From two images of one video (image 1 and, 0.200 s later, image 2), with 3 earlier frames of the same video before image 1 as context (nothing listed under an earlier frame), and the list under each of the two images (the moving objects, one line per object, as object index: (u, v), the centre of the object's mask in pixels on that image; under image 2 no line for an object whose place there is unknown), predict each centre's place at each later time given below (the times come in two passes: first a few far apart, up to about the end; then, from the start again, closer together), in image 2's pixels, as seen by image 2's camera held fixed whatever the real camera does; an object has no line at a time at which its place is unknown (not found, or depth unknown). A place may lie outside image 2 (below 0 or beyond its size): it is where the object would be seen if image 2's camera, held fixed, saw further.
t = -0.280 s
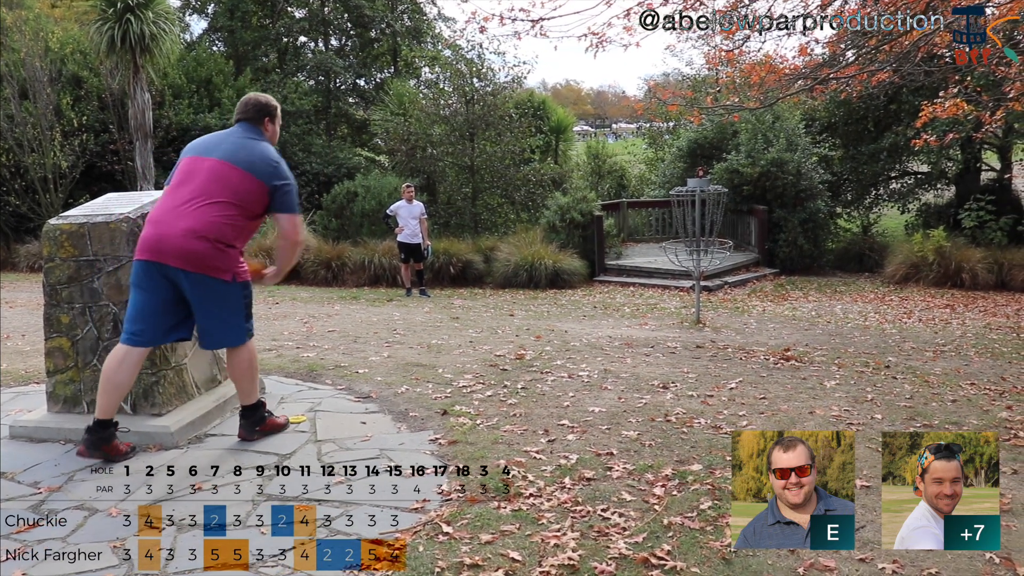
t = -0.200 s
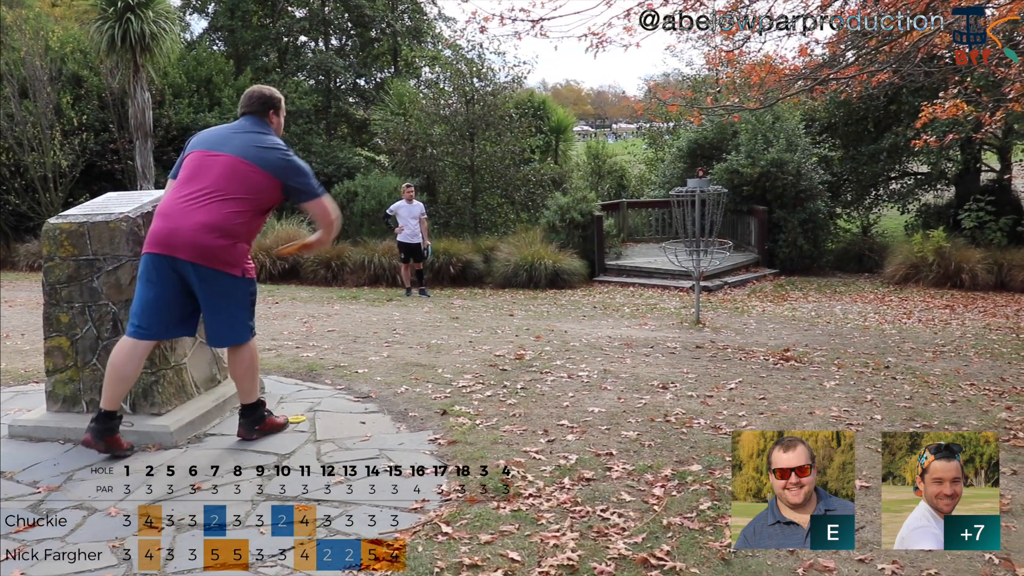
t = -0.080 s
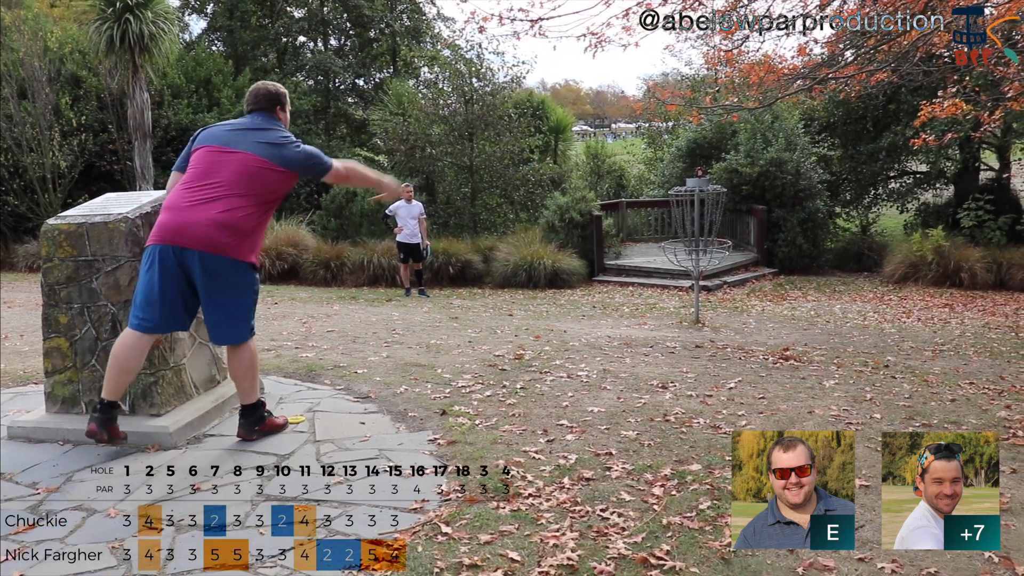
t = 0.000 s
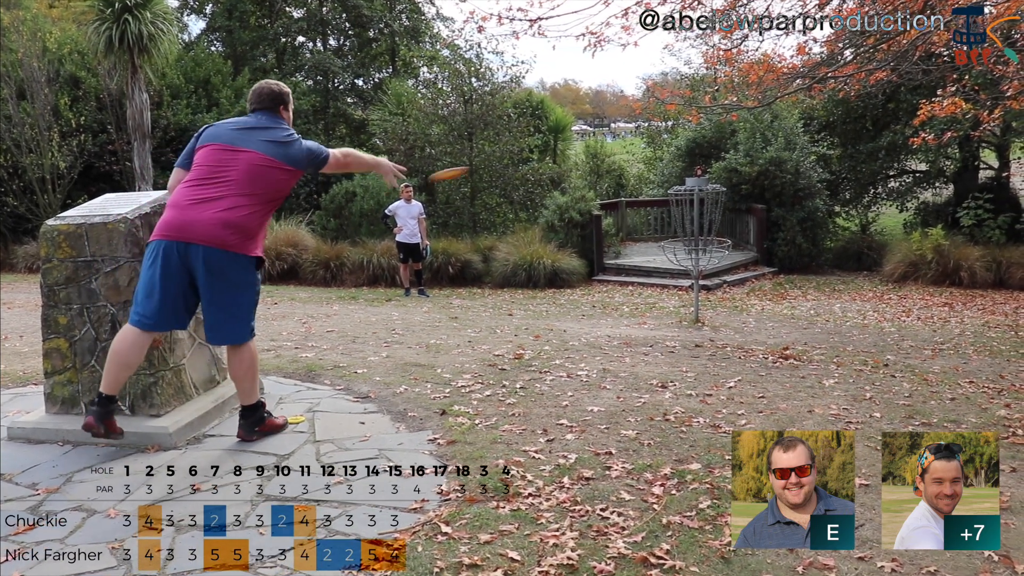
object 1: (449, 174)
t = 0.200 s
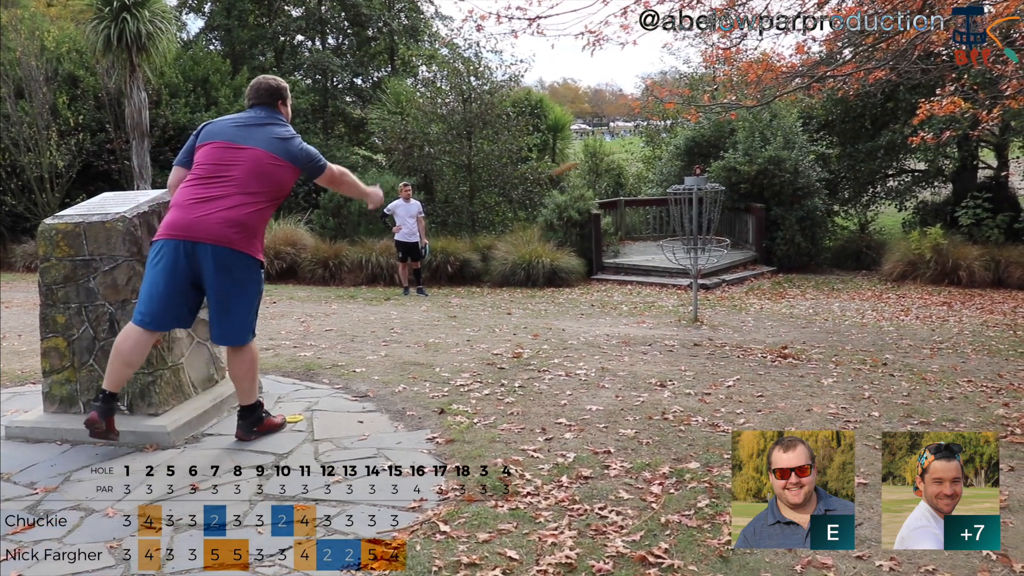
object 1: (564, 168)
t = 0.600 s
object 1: (685, 232)
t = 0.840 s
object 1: (687, 250)
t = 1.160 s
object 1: (691, 253)
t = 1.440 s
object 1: (686, 258)
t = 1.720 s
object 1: (688, 262)
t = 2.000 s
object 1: (687, 262)
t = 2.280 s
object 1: (687, 263)
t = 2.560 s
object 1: (686, 263)
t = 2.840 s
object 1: (687, 263)
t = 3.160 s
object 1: (687, 263)
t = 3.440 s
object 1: (687, 263)
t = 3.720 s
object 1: (687, 262)
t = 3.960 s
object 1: (686, 264)
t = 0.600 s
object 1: (685, 232)
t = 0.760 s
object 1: (685, 248)
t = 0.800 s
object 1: (685, 253)
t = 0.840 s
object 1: (687, 250)
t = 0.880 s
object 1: (690, 252)
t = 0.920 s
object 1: (692, 253)
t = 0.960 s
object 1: (693, 252)
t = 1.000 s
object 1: (693, 251)
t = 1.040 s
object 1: (693, 251)
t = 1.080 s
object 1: (692, 251)
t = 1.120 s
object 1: (691, 251)
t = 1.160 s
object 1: (691, 253)
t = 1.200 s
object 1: (689, 254)
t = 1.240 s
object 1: (688, 255)
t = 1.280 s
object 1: (687, 255)
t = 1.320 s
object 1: (685, 256)
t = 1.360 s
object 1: (686, 256)
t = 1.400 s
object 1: (686, 257)
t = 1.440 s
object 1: (686, 258)
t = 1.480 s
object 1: (686, 259)
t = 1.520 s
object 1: (687, 260)
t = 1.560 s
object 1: (687, 260)
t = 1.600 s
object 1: (687, 261)
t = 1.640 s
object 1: (687, 262)
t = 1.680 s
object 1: (688, 261)
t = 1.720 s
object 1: (688, 262)
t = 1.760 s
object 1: (687, 262)
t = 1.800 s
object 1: (688, 262)
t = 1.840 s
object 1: (687, 261)
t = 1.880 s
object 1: (687, 262)
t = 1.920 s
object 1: (687, 262)
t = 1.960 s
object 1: (687, 262)
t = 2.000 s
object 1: (687, 262)
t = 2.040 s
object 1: (687, 262)
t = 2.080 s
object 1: (686, 262)
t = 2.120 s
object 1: (687, 262)
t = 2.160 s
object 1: (687, 262)
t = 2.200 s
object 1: (687, 262)
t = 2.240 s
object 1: (687, 262)
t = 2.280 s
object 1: (687, 263)
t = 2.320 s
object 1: (687, 263)
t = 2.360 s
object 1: (687, 262)
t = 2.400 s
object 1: (687, 262)
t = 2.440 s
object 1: (687, 262)
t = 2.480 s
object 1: (687, 262)
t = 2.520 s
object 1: (687, 262)
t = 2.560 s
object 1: (686, 263)
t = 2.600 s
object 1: (687, 262)
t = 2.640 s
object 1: (687, 263)
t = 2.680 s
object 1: (687, 263)
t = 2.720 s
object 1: (687, 263)
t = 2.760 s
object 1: (687, 262)
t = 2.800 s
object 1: (687, 263)
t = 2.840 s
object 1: (687, 263)
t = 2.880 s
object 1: (687, 262)
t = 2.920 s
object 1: (687, 263)
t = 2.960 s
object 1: (687, 262)
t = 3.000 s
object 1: (687, 262)
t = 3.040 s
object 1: (687, 262)
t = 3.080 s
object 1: (687, 263)
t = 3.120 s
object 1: (687, 263)
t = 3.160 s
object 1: (687, 263)
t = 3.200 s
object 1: (686, 263)
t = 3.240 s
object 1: (686, 263)
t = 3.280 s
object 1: (686, 263)
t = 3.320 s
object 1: (687, 263)
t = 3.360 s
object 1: (687, 263)
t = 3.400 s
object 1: (687, 263)
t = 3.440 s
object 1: (687, 263)
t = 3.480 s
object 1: (687, 263)
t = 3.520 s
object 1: (687, 263)
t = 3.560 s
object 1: (687, 263)
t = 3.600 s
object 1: (687, 263)
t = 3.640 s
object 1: (687, 263)
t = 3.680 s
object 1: (687, 263)
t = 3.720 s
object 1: (687, 262)
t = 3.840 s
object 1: (687, 264)
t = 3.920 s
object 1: (686, 264)
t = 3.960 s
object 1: (686, 264)
